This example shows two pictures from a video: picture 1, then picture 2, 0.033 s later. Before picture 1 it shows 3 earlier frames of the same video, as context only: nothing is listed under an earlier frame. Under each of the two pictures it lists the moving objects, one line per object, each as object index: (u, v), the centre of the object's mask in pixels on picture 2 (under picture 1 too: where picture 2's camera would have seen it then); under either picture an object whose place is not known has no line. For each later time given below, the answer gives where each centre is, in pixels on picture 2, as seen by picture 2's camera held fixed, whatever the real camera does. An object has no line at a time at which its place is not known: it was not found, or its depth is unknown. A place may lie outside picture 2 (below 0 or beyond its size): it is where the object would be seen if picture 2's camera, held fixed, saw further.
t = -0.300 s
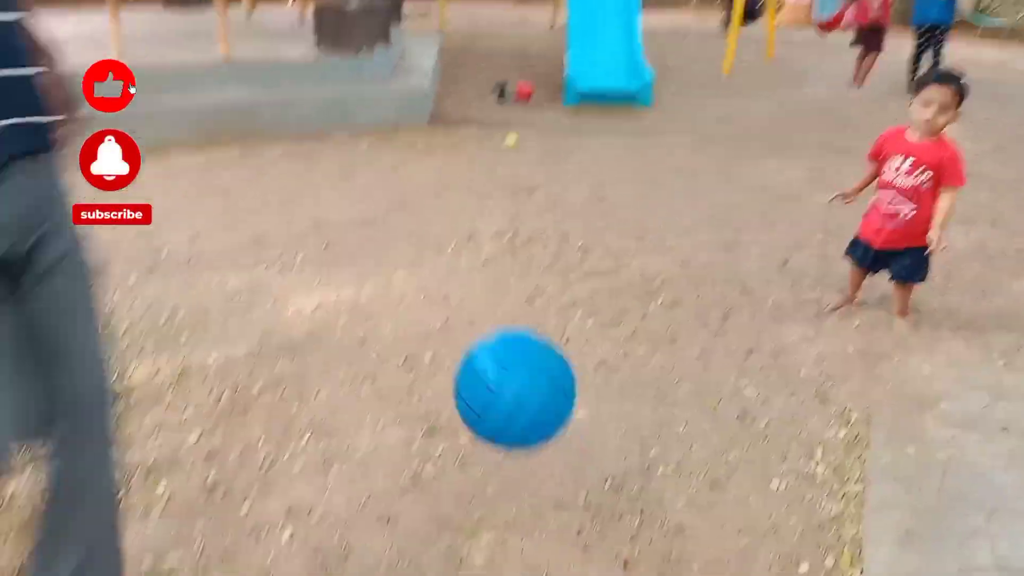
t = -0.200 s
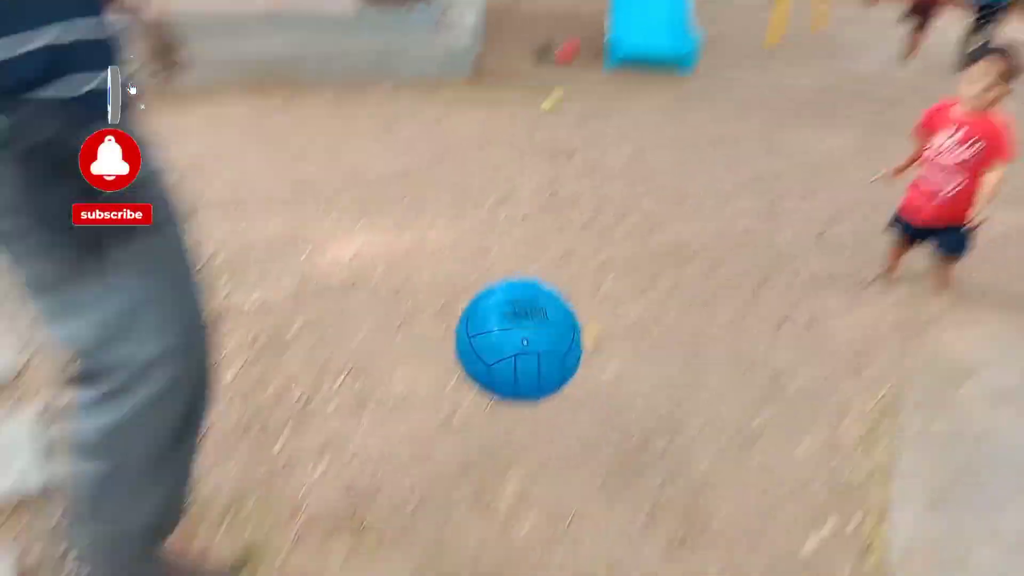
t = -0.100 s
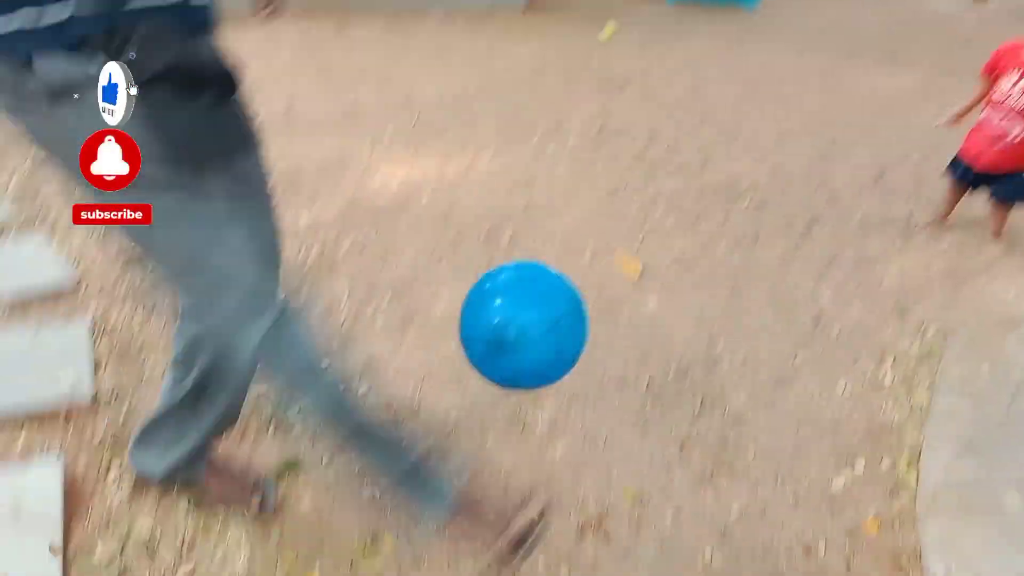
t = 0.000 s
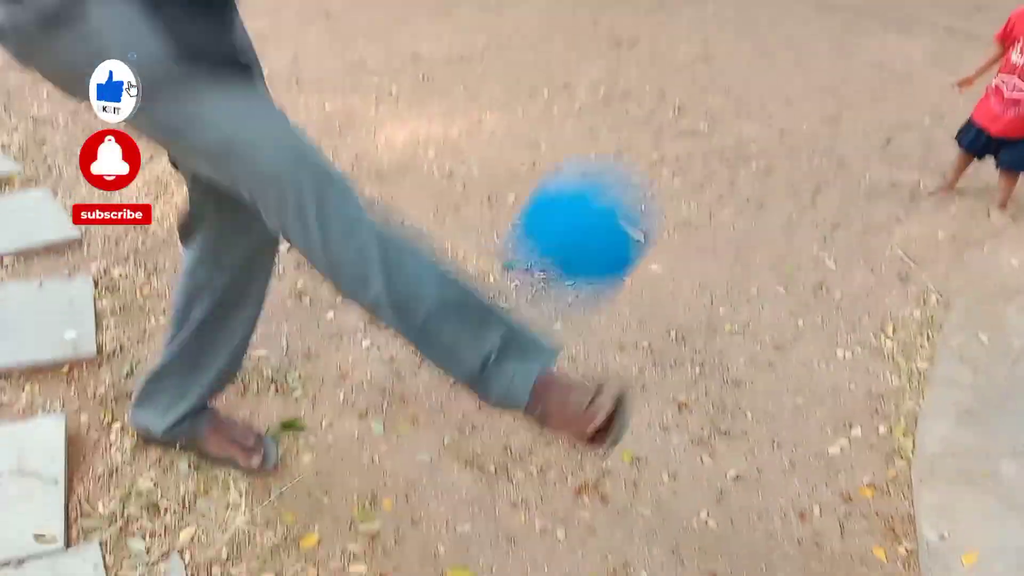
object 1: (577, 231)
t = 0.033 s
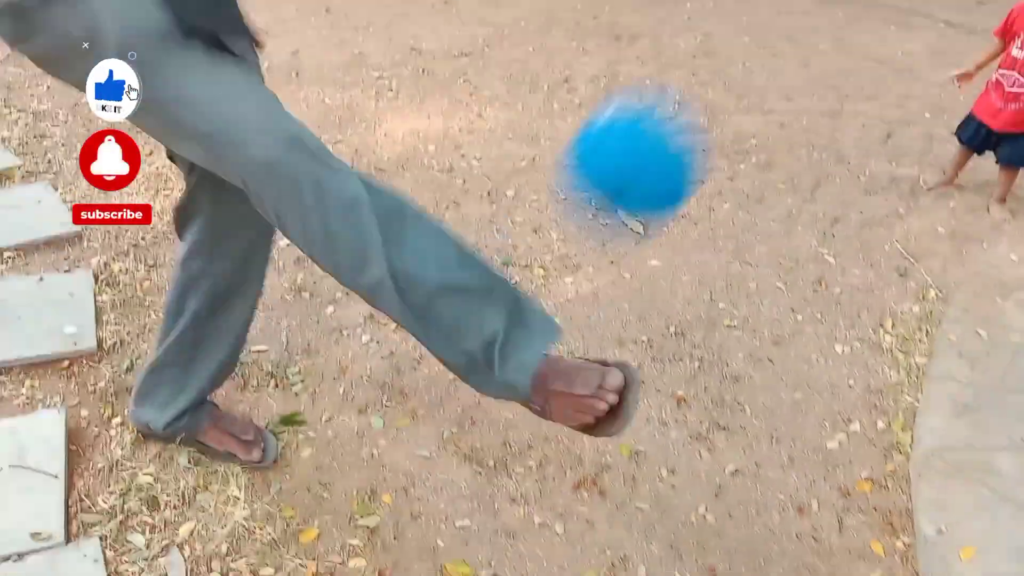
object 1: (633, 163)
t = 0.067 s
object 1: (689, 99)
